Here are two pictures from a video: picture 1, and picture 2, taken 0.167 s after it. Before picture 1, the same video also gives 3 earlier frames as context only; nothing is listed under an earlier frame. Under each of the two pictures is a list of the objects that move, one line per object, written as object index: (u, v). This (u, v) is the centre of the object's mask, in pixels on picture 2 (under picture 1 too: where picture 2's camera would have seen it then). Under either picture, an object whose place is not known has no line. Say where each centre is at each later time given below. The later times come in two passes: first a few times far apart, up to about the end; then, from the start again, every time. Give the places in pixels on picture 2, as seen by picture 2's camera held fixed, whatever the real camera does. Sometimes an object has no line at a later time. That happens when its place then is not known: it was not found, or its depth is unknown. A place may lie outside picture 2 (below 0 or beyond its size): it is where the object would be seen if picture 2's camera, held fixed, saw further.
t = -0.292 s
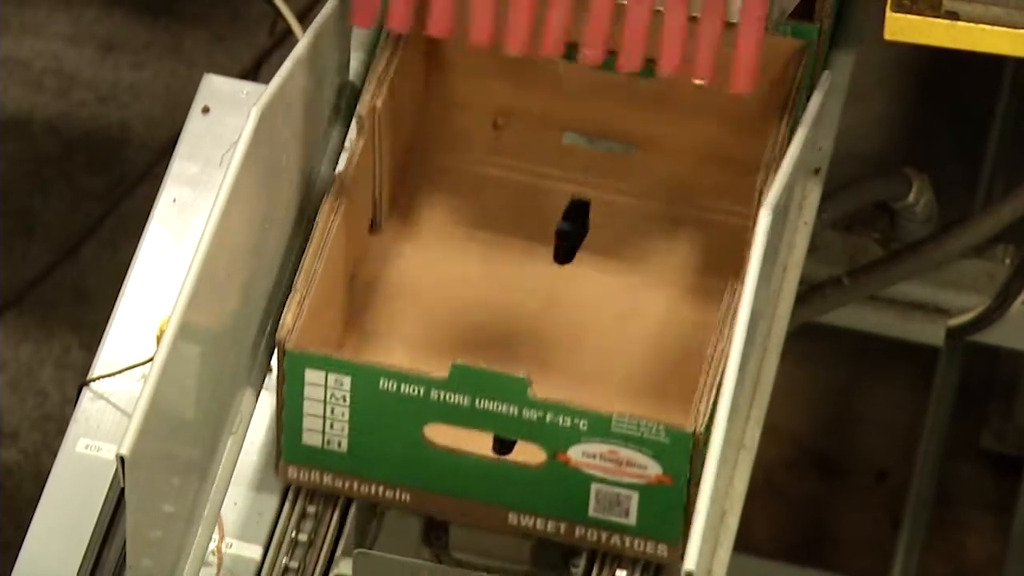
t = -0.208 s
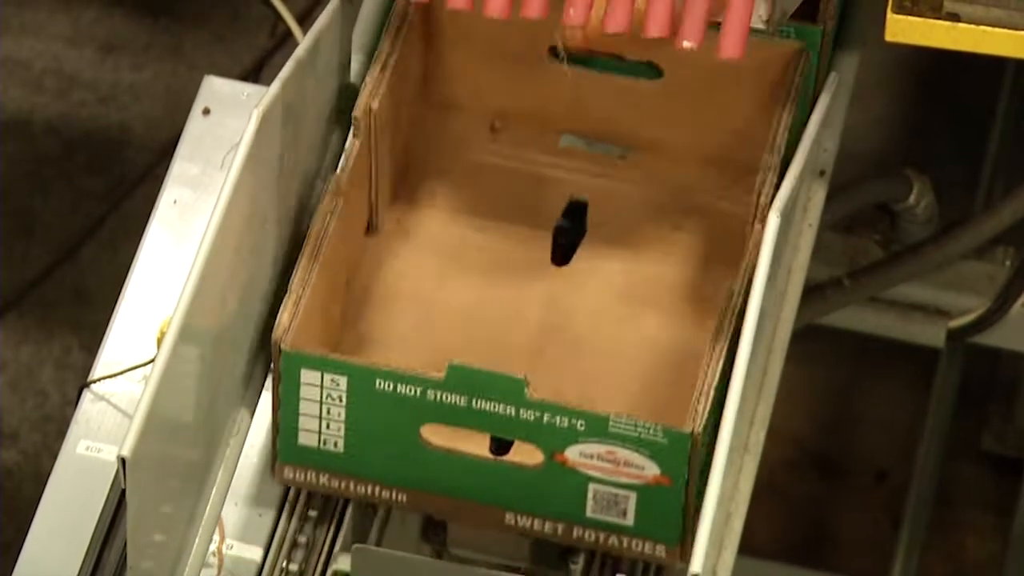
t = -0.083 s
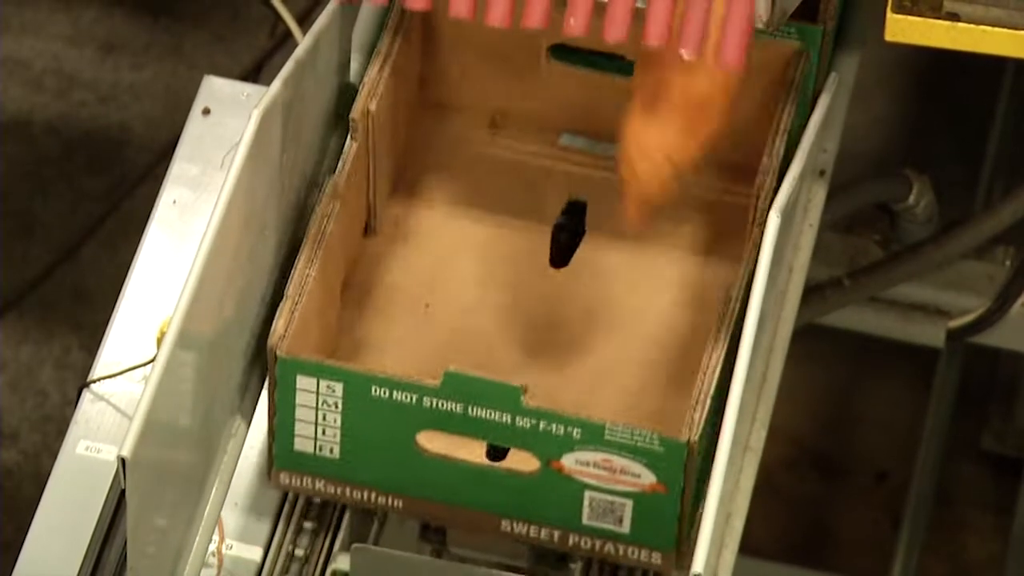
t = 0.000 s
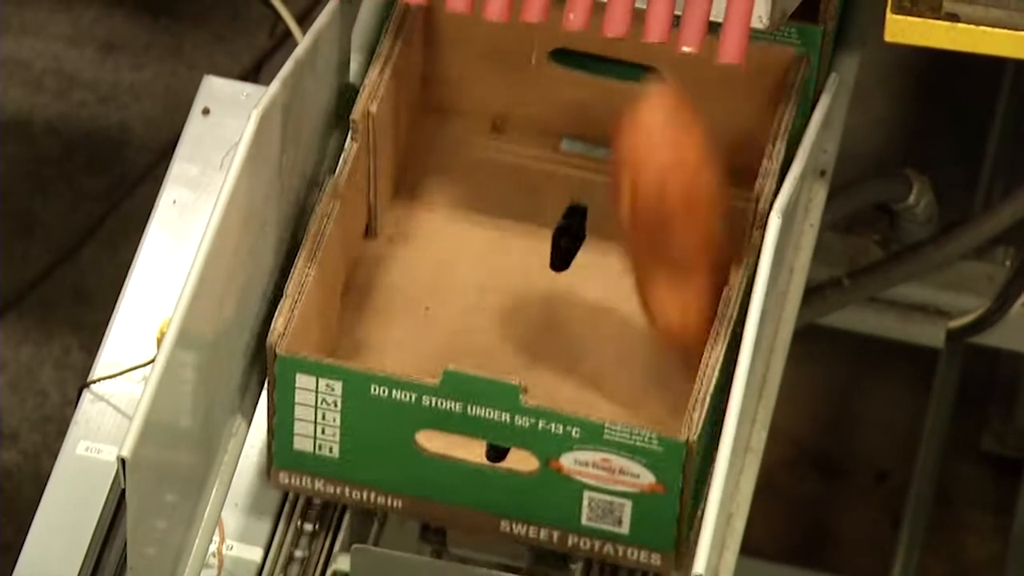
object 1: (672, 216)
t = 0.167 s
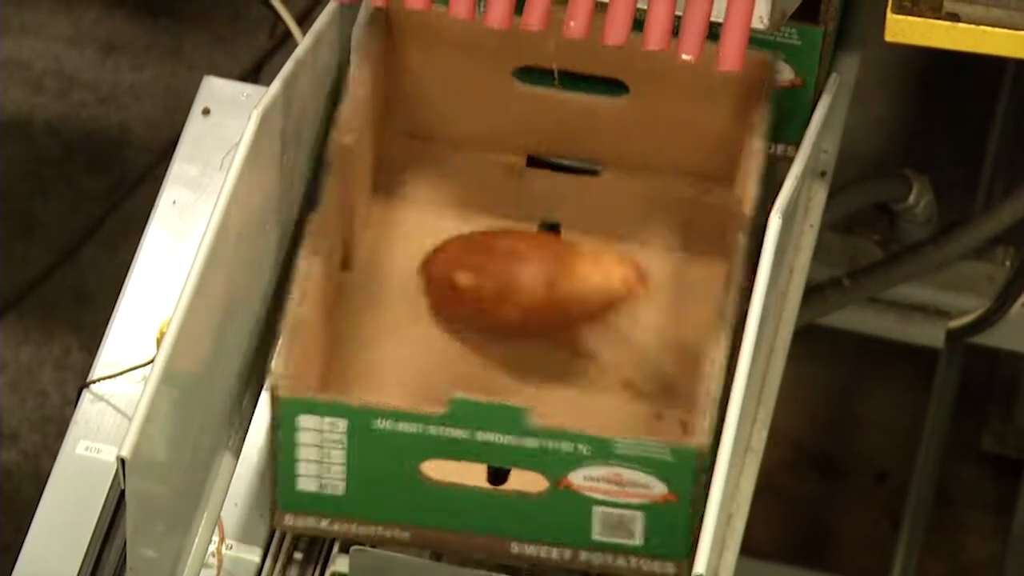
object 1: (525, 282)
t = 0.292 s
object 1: (474, 234)
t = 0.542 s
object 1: (560, 214)
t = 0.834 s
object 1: (548, 223)
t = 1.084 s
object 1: (575, 219)
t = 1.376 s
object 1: (584, 236)
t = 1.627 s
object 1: (584, 246)
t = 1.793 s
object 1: (580, 244)
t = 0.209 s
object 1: (504, 254)
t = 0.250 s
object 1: (487, 247)
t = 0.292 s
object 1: (474, 234)
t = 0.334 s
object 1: (473, 228)
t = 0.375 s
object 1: (481, 223)
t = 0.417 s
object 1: (493, 221)
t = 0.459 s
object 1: (515, 225)
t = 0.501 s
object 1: (532, 233)
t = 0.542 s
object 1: (560, 214)
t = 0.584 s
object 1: (570, 204)
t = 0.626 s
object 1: (582, 200)
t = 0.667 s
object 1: (585, 205)
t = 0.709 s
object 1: (576, 219)
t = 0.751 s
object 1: (562, 231)
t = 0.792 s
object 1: (551, 225)
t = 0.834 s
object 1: (548, 223)
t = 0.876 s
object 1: (546, 225)
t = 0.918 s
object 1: (549, 228)
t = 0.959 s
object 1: (568, 219)
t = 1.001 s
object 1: (573, 215)
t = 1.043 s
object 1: (578, 215)
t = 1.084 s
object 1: (575, 219)
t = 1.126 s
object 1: (561, 233)
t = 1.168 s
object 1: (558, 234)
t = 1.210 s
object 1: (558, 235)
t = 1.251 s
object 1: (561, 237)
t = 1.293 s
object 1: (572, 238)
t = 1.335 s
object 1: (581, 236)
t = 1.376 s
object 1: (584, 236)
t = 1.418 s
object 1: (581, 241)
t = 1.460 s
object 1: (572, 244)
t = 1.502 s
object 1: (570, 244)
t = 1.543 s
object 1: (574, 246)
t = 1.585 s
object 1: (580, 247)
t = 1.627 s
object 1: (584, 246)
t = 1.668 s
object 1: (581, 247)
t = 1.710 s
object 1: (579, 246)
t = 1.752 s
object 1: (578, 246)
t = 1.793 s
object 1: (580, 244)
